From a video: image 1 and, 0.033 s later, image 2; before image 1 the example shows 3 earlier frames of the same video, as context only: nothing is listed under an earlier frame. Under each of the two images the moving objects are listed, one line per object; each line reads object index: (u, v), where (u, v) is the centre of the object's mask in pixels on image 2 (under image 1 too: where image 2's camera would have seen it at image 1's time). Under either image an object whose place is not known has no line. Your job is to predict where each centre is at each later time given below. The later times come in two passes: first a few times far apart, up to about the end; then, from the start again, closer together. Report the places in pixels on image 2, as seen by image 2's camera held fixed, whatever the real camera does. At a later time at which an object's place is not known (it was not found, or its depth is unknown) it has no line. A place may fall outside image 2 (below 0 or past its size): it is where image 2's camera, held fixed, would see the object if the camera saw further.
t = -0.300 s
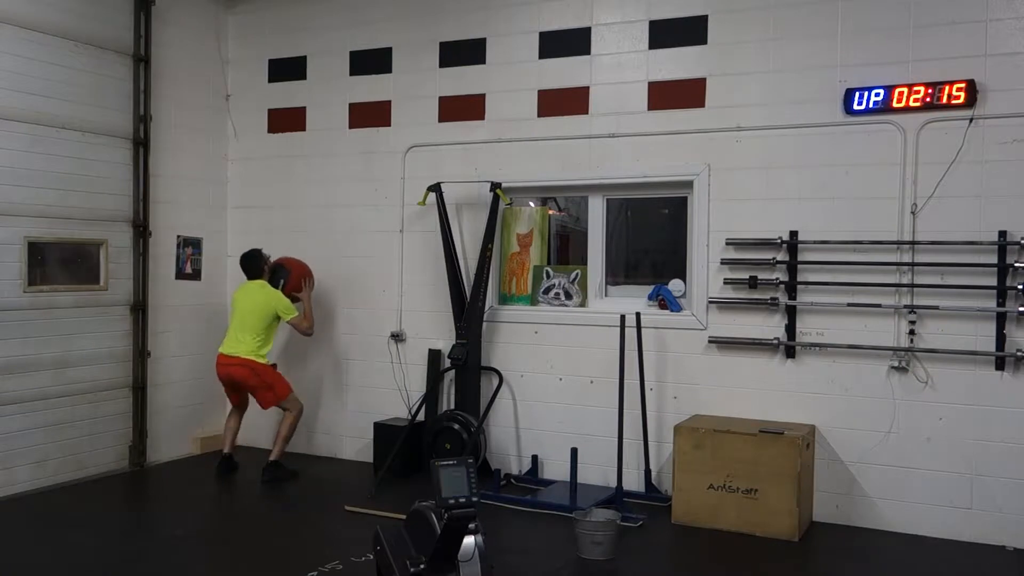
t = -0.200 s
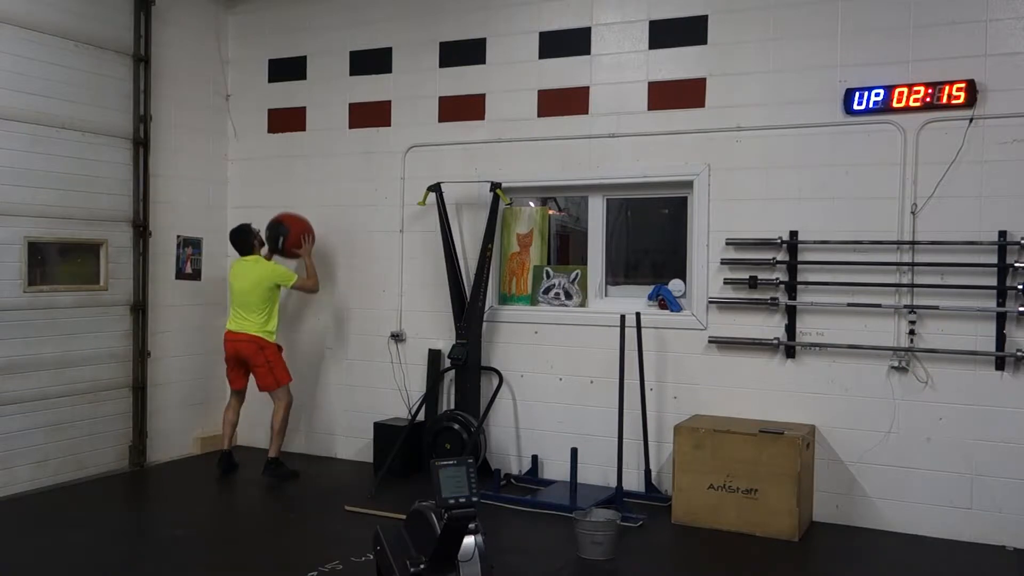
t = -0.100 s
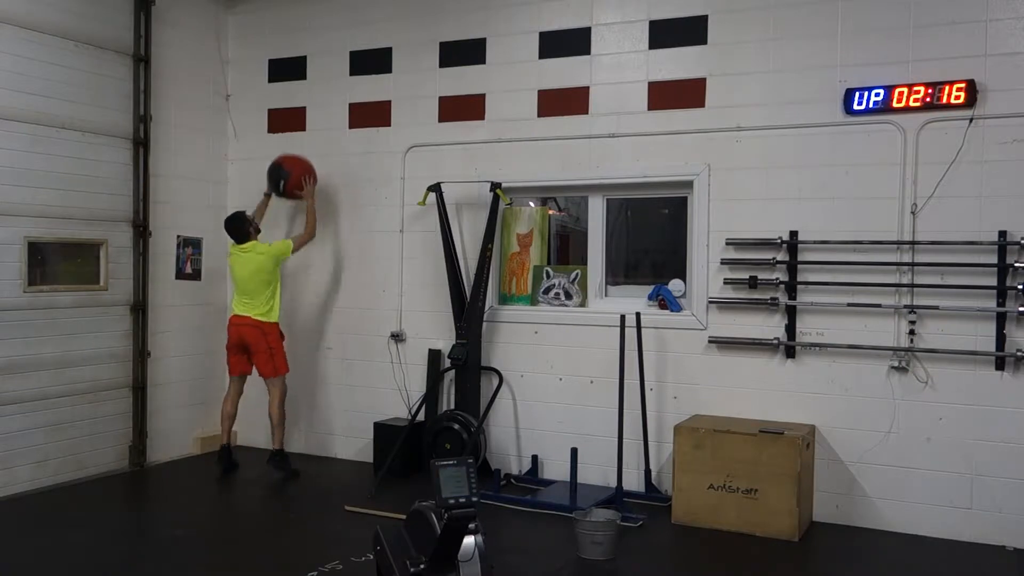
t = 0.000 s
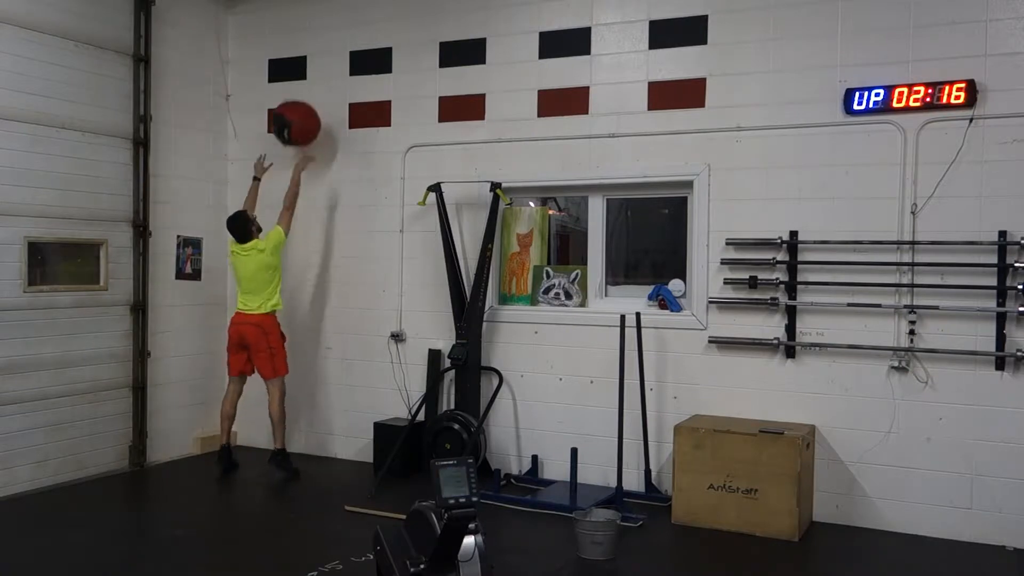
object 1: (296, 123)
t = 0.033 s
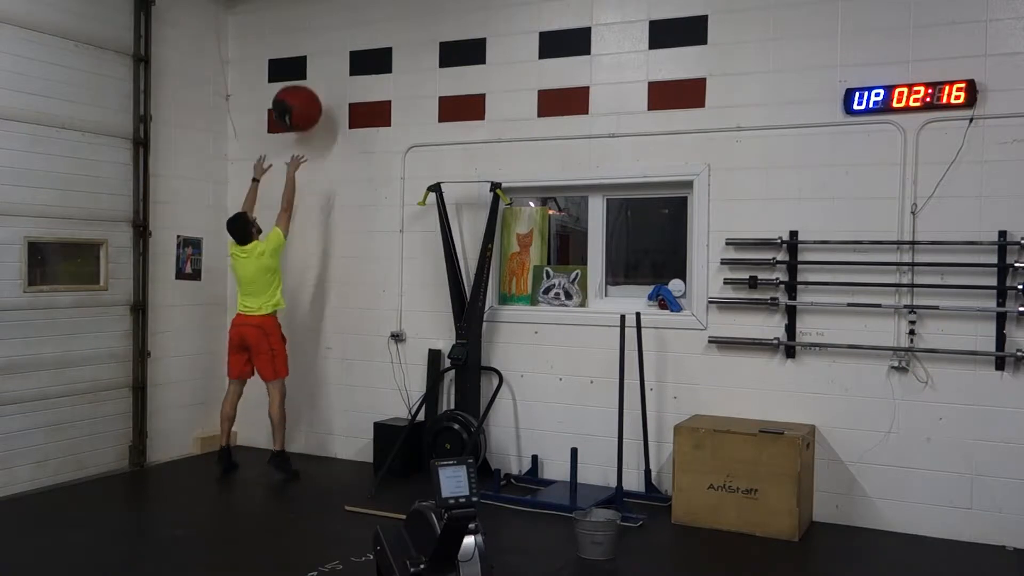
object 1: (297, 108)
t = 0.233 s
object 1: (304, 46)
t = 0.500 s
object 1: (309, 41)
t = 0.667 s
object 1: (303, 78)
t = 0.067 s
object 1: (298, 94)
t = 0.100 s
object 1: (299, 82)
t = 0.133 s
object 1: (300, 71)
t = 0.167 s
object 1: (302, 61)
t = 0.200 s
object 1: (303, 54)
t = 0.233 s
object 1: (304, 46)
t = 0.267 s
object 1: (305, 41)
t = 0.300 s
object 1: (306, 37)
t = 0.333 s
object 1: (307, 35)
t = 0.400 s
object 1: (310, 34)
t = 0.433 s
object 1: (310, 35)
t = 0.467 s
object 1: (310, 38)
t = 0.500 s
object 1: (309, 41)
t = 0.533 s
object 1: (308, 45)
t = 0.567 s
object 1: (307, 51)
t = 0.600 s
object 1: (305, 59)
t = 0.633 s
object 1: (304, 68)
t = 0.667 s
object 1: (303, 78)
